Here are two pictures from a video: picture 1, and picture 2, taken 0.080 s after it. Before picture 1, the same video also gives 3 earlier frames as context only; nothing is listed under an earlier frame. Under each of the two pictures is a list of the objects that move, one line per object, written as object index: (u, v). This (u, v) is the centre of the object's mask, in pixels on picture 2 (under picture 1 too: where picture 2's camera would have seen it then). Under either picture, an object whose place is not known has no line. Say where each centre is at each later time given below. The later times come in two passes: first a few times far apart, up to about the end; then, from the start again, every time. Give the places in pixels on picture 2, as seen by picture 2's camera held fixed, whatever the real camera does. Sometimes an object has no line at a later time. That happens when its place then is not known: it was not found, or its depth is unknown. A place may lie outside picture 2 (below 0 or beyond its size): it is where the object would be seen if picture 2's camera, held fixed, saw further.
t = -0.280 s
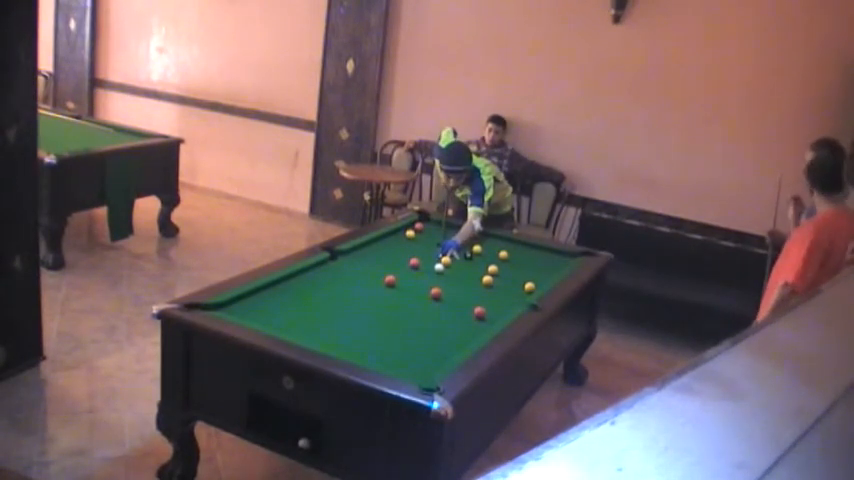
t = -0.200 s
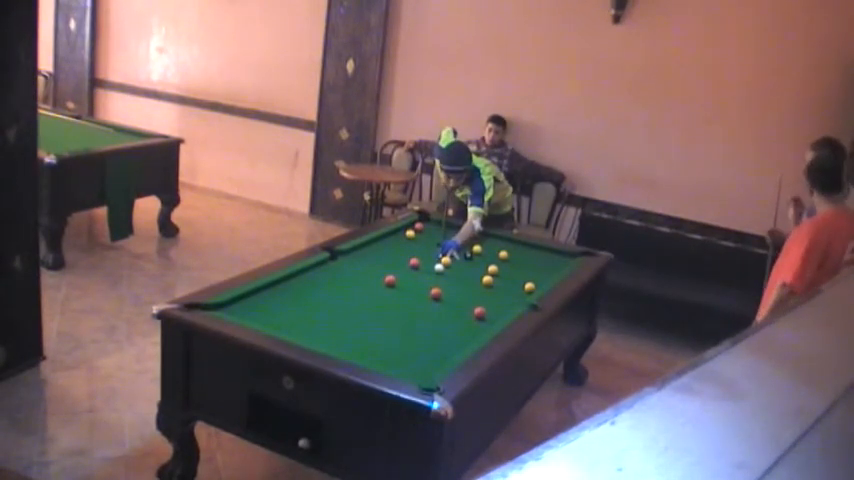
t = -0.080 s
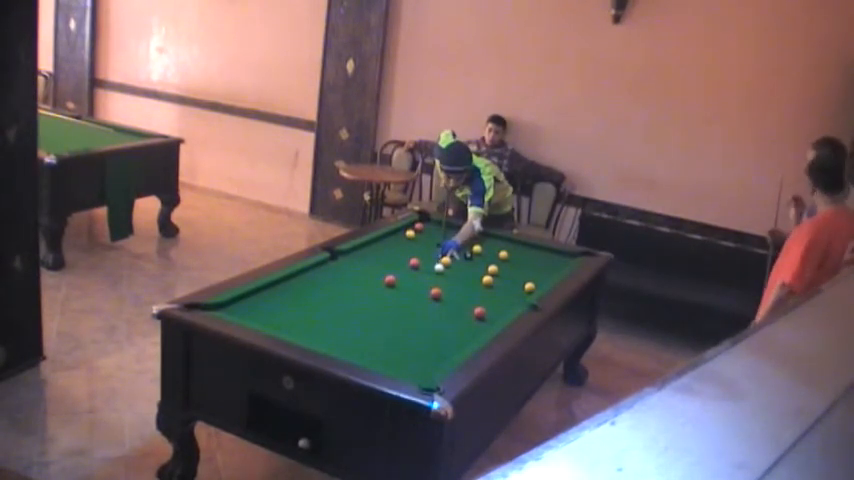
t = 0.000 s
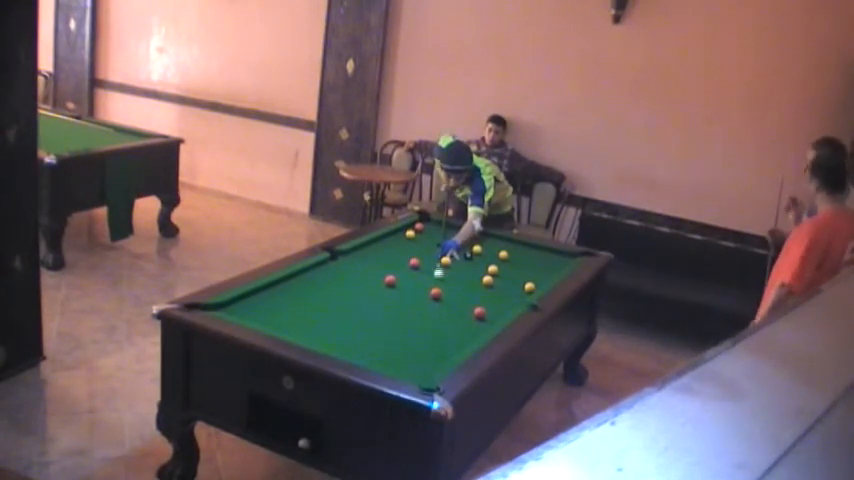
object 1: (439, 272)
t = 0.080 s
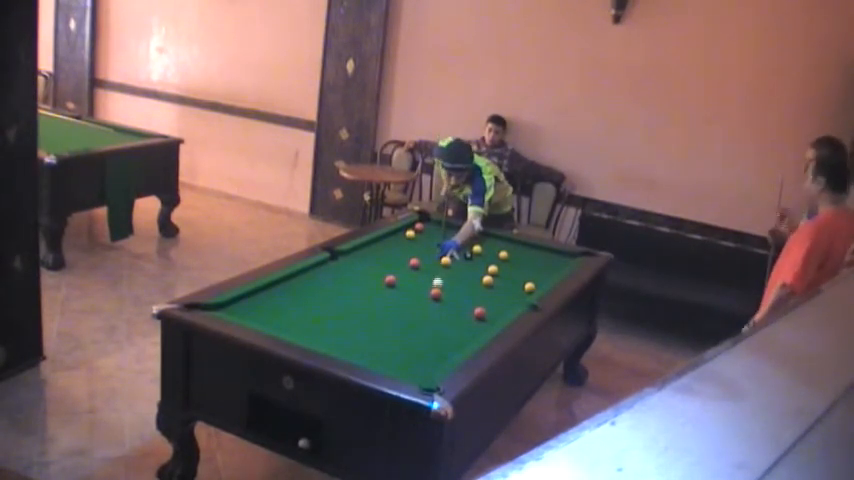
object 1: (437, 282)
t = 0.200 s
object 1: (438, 289)
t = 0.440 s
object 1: (441, 294)
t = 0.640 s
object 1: (443, 299)
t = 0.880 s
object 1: (445, 303)
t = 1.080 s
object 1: (447, 306)
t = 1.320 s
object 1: (449, 310)
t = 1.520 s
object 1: (450, 313)
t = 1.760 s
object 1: (451, 314)
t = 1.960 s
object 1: (452, 315)
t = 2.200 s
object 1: (452, 315)
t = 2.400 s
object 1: (451, 316)
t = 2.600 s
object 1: (451, 316)
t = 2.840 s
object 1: (451, 315)
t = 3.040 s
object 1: (451, 316)
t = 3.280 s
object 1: (451, 316)
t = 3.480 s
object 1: (451, 316)
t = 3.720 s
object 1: (451, 315)
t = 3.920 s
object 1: (451, 316)
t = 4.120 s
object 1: (451, 316)
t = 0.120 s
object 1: (437, 285)
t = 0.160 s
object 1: (437, 288)
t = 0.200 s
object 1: (438, 289)
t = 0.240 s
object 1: (439, 290)
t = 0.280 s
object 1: (439, 291)
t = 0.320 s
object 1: (440, 292)
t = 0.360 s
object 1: (440, 293)
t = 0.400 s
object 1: (441, 293)
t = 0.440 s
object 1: (441, 294)
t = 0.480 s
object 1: (441, 295)
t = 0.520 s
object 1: (442, 296)
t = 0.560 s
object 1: (442, 297)
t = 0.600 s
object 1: (443, 298)
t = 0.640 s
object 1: (443, 299)
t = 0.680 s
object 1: (443, 299)
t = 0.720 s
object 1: (444, 300)
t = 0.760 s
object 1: (444, 301)
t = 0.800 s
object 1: (445, 302)
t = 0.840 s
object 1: (445, 302)
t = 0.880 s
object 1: (445, 303)
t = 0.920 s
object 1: (446, 304)
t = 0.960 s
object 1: (446, 304)
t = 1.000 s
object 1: (446, 305)
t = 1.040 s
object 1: (447, 306)
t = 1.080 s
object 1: (447, 306)
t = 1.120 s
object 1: (447, 307)
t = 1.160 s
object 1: (448, 307)
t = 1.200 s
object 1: (448, 308)
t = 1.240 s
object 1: (448, 309)
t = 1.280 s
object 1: (448, 309)
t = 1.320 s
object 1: (449, 310)
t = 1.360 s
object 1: (449, 310)
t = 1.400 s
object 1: (449, 311)
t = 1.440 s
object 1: (449, 311)
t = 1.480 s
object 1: (450, 312)
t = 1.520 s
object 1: (450, 313)
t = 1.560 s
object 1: (450, 313)
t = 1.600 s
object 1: (450, 313)
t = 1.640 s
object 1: (450, 313)
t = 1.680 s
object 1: (451, 314)
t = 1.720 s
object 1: (451, 313)
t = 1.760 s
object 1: (451, 314)
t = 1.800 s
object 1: (451, 315)
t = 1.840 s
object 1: (451, 315)
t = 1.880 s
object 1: (451, 315)
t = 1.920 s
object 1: (452, 315)
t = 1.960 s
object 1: (452, 315)
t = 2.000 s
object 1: (452, 315)
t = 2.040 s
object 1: (452, 315)
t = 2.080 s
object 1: (452, 315)
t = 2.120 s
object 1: (452, 315)
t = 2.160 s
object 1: (452, 315)
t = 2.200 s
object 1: (452, 315)
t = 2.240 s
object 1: (452, 315)
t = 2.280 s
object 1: (452, 316)
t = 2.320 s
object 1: (452, 316)
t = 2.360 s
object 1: (451, 316)
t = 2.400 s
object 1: (451, 316)
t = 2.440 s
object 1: (451, 316)
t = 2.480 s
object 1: (451, 316)
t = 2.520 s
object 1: (451, 316)
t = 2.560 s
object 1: (451, 316)
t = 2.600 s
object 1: (451, 316)
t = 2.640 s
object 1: (451, 316)
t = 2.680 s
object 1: (451, 315)
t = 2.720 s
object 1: (451, 315)
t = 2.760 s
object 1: (451, 315)
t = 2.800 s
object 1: (451, 315)
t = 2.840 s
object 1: (451, 315)
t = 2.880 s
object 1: (451, 315)
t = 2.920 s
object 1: (451, 316)
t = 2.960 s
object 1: (451, 316)
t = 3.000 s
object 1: (451, 316)
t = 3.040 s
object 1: (451, 316)
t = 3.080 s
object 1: (451, 316)
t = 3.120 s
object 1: (451, 316)
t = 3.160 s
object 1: (451, 316)
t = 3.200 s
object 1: (451, 316)
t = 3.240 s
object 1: (451, 316)
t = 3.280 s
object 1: (451, 316)
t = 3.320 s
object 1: (451, 316)
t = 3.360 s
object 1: (451, 316)
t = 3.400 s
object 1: (451, 316)
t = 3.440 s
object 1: (451, 316)
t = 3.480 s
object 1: (451, 316)
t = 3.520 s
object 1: (451, 316)
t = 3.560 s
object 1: (451, 316)
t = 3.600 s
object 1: (451, 316)
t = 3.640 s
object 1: (451, 316)
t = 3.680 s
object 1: (451, 315)
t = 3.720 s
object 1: (451, 315)
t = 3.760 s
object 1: (451, 315)
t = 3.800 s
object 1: (451, 316)
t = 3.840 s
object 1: (451, 316)
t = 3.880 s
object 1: (451, 316)
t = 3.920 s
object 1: (451, 316)
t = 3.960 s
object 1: (451, 316)
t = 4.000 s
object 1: (451, 316)
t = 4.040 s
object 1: (451, 316)
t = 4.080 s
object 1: (451, 316)
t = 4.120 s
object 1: (451, 316)
